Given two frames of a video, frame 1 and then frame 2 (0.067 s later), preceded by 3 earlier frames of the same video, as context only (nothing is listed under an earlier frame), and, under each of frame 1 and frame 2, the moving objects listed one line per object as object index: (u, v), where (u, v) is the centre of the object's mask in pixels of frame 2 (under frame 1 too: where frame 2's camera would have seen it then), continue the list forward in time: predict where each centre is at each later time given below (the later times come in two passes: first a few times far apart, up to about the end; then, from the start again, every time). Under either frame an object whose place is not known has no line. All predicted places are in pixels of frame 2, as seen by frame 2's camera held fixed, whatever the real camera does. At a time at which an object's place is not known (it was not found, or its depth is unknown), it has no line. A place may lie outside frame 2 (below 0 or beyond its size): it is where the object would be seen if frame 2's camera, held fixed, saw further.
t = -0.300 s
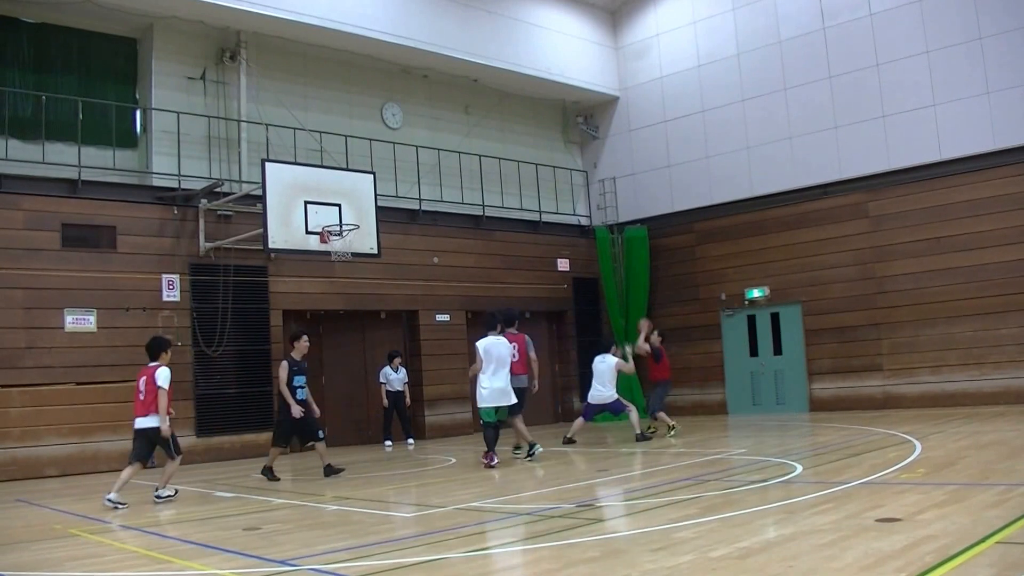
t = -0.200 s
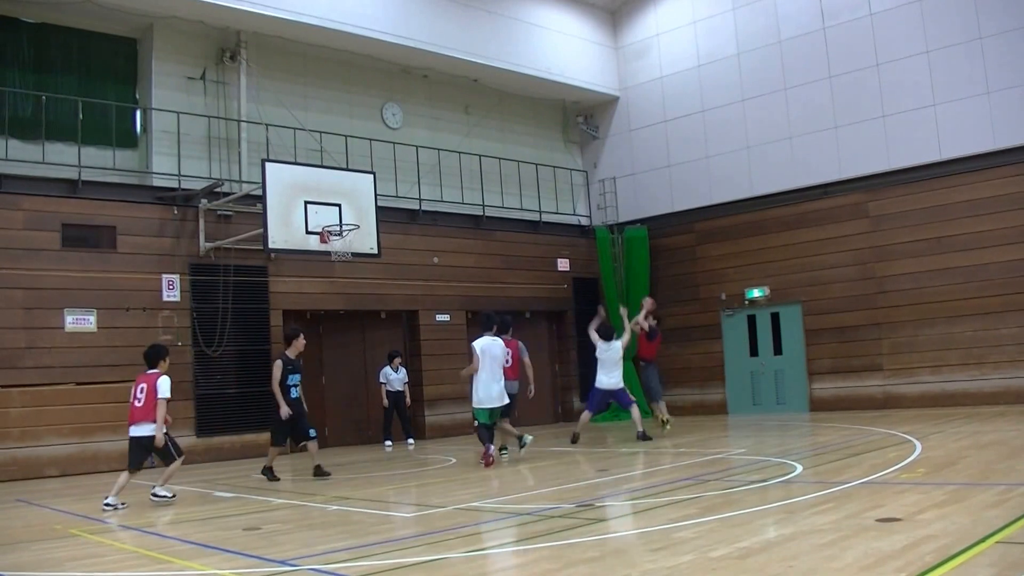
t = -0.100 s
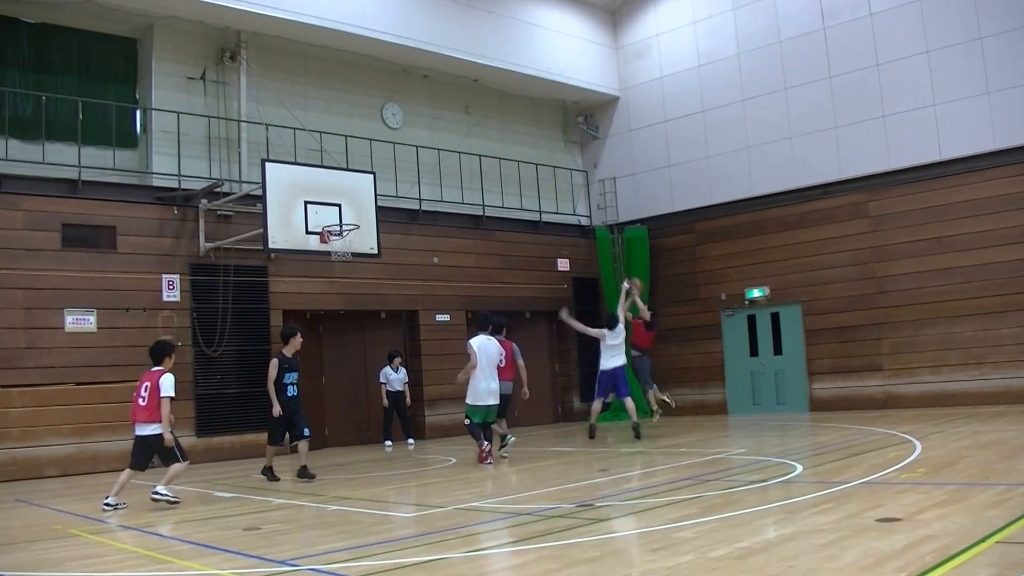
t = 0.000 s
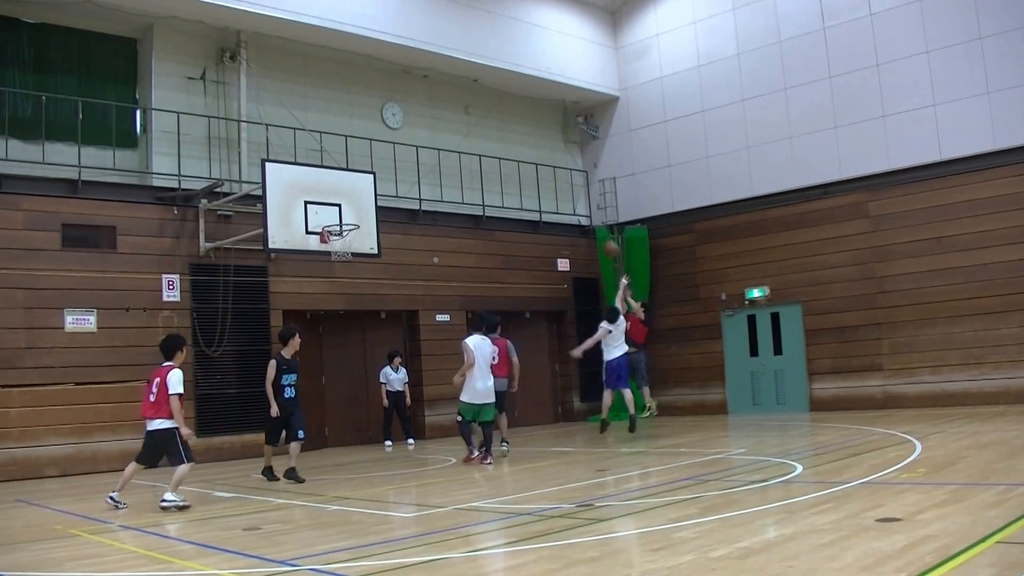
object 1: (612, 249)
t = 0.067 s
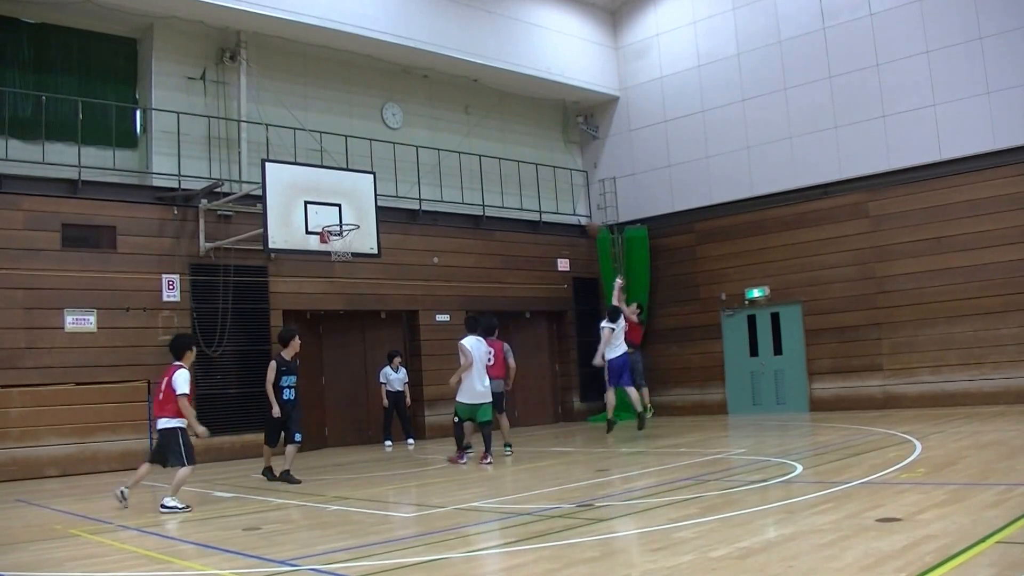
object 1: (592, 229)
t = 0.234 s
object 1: (550, 185)
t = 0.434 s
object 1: (501, 155)
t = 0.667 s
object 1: (443, 155)
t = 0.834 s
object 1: (403, 178)
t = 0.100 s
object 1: (585, 219)
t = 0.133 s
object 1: (576, 208)
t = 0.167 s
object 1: (567, 200)
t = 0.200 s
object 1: (559, 191)
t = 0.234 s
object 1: (550, 185)
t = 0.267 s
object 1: (542, 177)
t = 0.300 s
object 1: (533, 172)
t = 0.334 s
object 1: (525, 167)
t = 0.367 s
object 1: (517, 162)
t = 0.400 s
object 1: (508, 159)
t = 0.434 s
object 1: (501, 155)
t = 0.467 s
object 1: (492, 153)
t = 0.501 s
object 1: (484, 152)
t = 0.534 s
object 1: (476, 151)
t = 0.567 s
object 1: (467, 151)
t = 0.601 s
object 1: (459, 152)
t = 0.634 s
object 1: (451, 153)
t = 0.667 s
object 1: (443, 155)
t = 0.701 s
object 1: (435, 158)
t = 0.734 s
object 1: (427, 162)
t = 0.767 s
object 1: (419, 167)
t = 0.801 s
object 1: (411, 172)
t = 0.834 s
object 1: (403, 178)
